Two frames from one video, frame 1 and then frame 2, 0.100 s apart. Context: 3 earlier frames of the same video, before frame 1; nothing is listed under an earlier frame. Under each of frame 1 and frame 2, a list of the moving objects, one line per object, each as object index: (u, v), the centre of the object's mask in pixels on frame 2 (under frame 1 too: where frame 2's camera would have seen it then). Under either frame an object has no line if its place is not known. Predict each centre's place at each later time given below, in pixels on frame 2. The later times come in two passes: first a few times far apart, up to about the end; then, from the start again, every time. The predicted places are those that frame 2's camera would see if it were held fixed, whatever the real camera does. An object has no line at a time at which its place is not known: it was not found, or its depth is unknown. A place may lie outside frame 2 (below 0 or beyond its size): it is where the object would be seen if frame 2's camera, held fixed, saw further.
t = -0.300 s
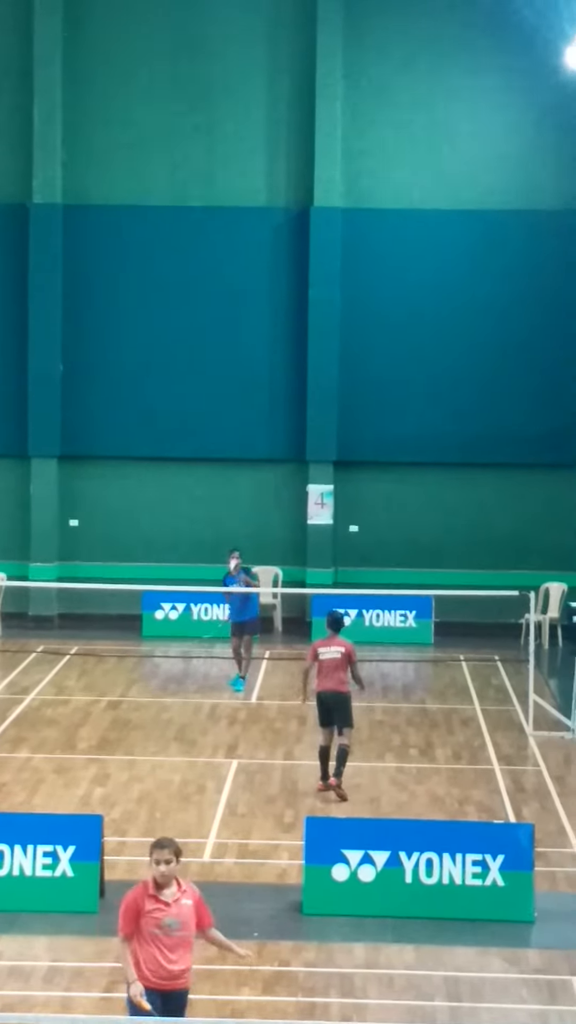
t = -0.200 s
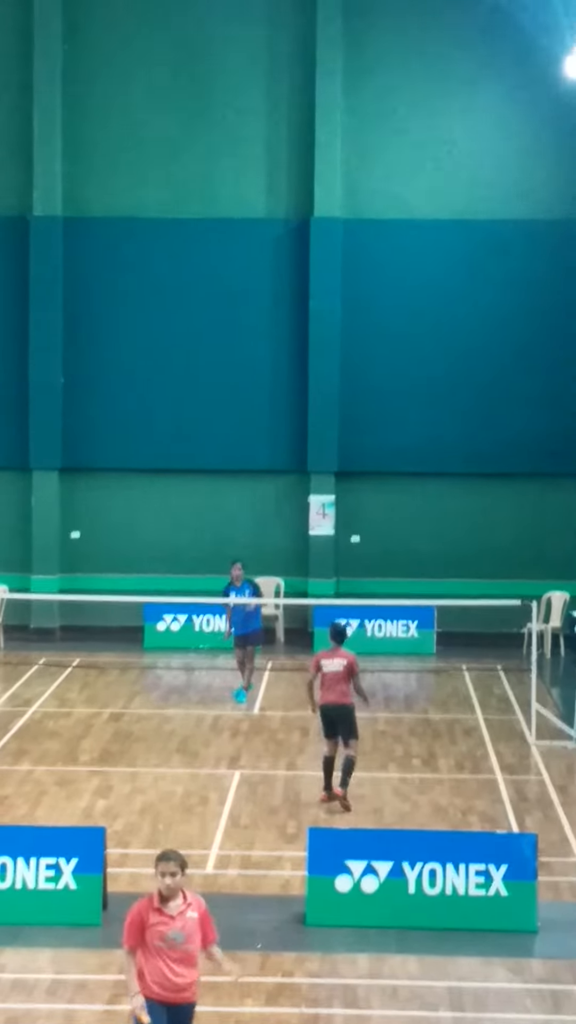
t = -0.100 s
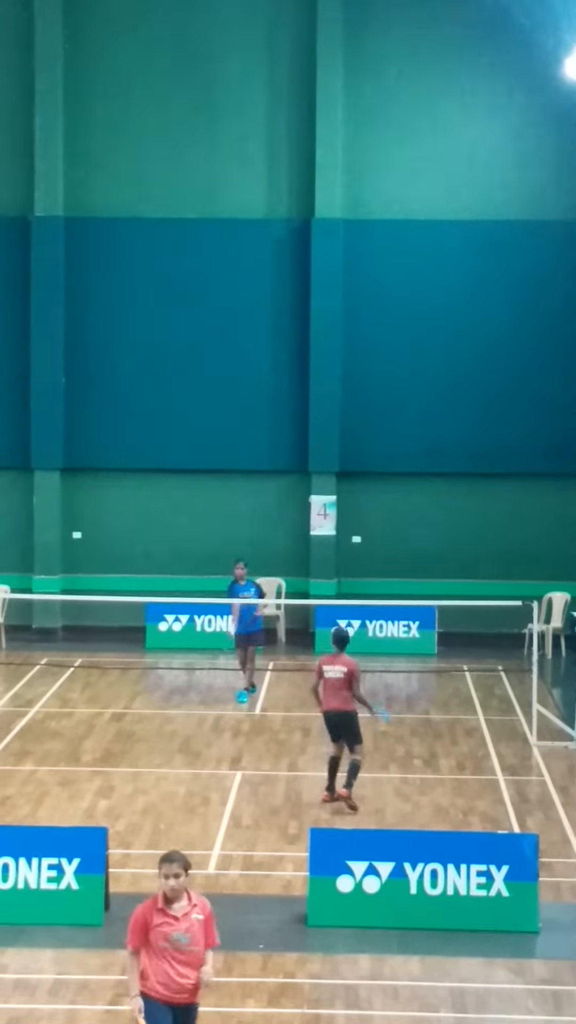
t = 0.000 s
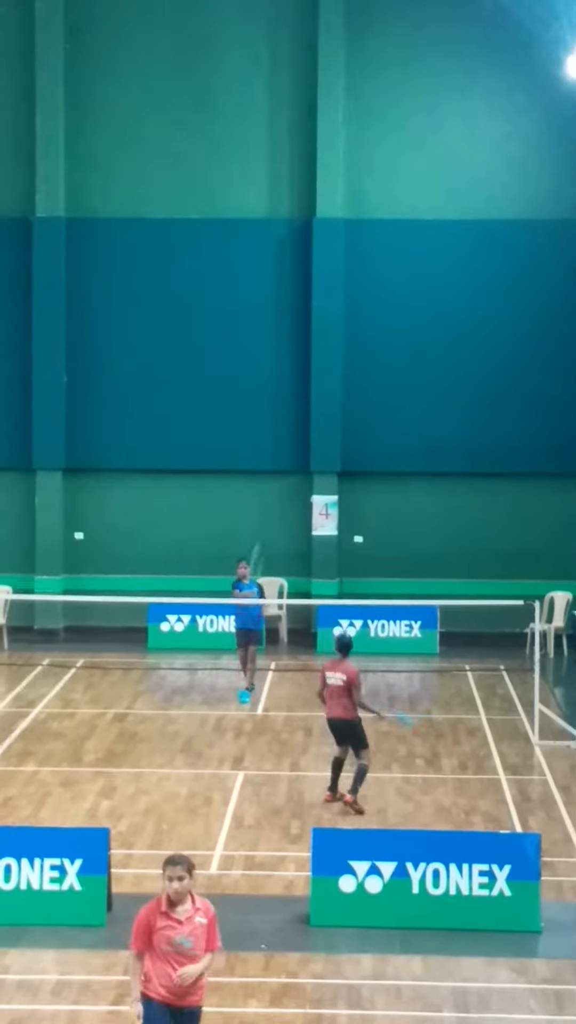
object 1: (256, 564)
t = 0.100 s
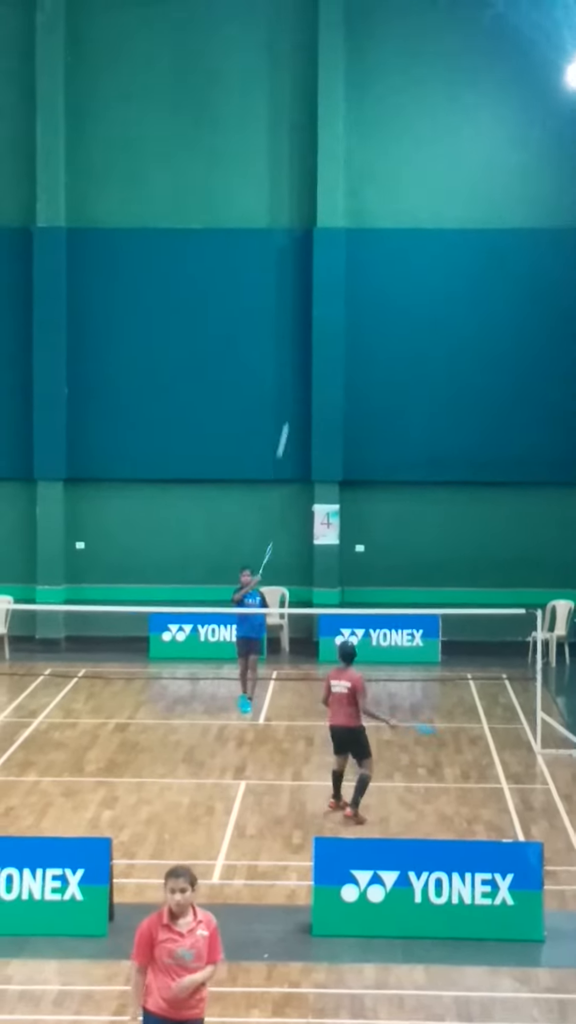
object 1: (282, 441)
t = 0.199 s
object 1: (304, 347)
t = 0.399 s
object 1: (337, 229)
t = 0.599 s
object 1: (364, 167)
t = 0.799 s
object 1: (384, 152)
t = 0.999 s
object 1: (401, 178)
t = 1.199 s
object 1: (409, 242)
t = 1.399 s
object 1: (417, 336)
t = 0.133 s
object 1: (290, 406)
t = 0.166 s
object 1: (298, 375)
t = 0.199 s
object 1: (304, 347)
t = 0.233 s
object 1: (310, 322)
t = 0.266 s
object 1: (316, 300)
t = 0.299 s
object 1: (321, 279)
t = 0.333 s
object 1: (327, 260)
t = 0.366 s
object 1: (332, 243)
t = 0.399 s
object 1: (337, 229)
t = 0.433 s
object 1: (342, 215)
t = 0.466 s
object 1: (347, 203)
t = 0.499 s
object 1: (352, 192)
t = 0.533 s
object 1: (356, 182)
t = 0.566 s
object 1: (360, 174)
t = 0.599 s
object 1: (364, 167)
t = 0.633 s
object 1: (367, 162)
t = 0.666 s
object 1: (371, 158)
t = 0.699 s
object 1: (374, 155)
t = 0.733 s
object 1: (378, 152)
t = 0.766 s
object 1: (380, 152)
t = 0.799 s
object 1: (384, 152)
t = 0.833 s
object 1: (387, 153)
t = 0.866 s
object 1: (391, 156)
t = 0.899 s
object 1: (393, 160)
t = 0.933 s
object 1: (396, 165)
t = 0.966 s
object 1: (398, 171)
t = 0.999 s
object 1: (401, 178)
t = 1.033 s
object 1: (403, 186)
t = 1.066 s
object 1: (405, 195)
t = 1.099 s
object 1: (406, 205)
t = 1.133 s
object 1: (407, 216)
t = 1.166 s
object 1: (408, 229)
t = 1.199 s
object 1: (409, 242)
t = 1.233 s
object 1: (411, 256)
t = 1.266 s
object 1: (413, 270)
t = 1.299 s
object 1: (414, 285)
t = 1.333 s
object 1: (415, 301)
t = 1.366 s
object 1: (415, 319)
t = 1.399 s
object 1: (417, 336)
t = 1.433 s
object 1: (417, 355)
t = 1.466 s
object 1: (418, 375)
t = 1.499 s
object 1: (420, 394)
